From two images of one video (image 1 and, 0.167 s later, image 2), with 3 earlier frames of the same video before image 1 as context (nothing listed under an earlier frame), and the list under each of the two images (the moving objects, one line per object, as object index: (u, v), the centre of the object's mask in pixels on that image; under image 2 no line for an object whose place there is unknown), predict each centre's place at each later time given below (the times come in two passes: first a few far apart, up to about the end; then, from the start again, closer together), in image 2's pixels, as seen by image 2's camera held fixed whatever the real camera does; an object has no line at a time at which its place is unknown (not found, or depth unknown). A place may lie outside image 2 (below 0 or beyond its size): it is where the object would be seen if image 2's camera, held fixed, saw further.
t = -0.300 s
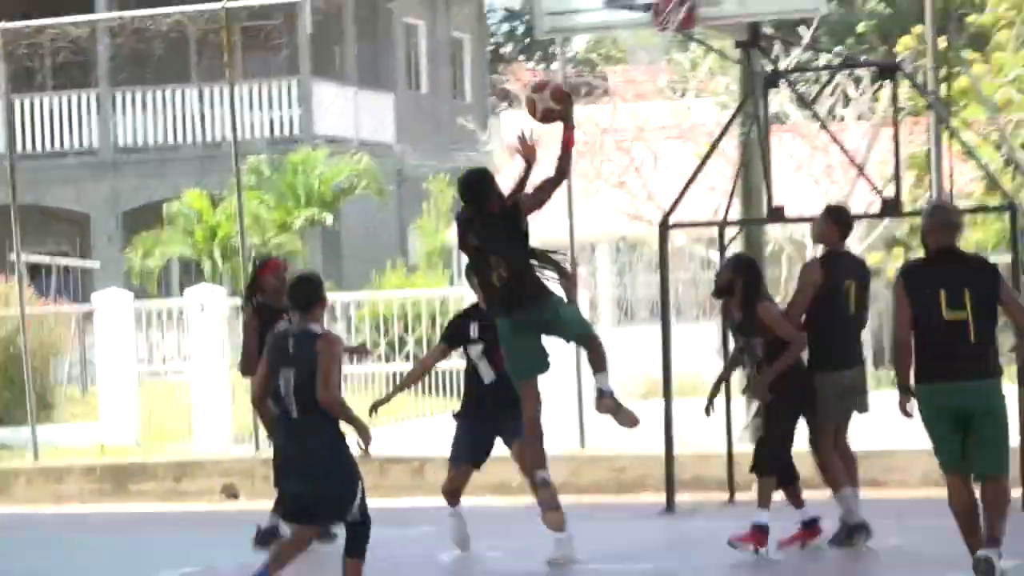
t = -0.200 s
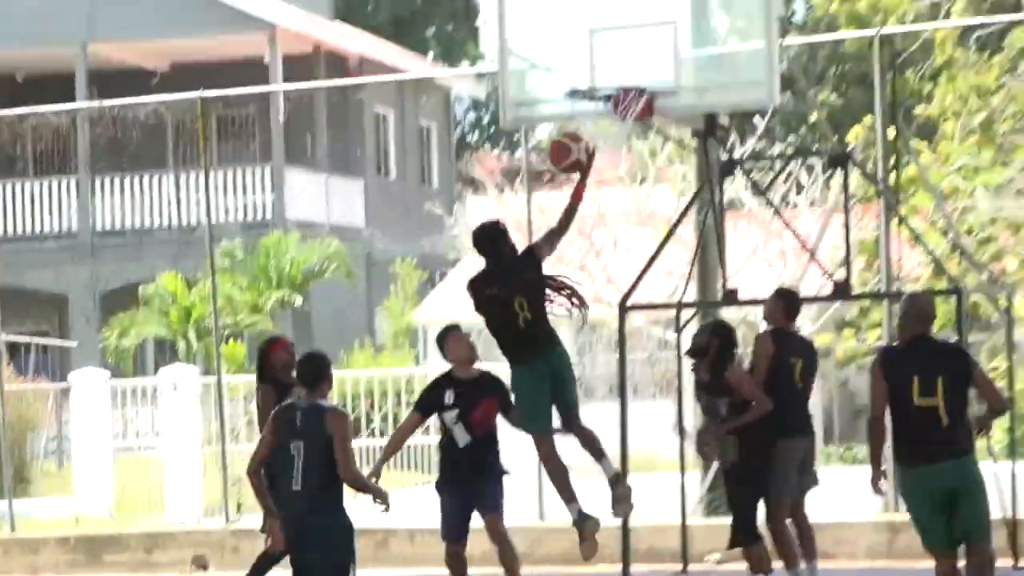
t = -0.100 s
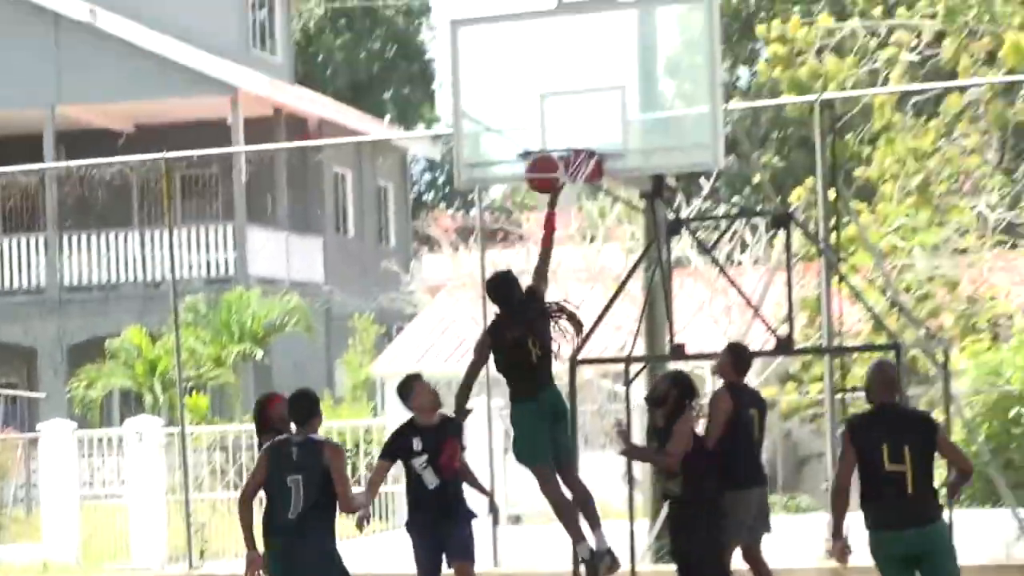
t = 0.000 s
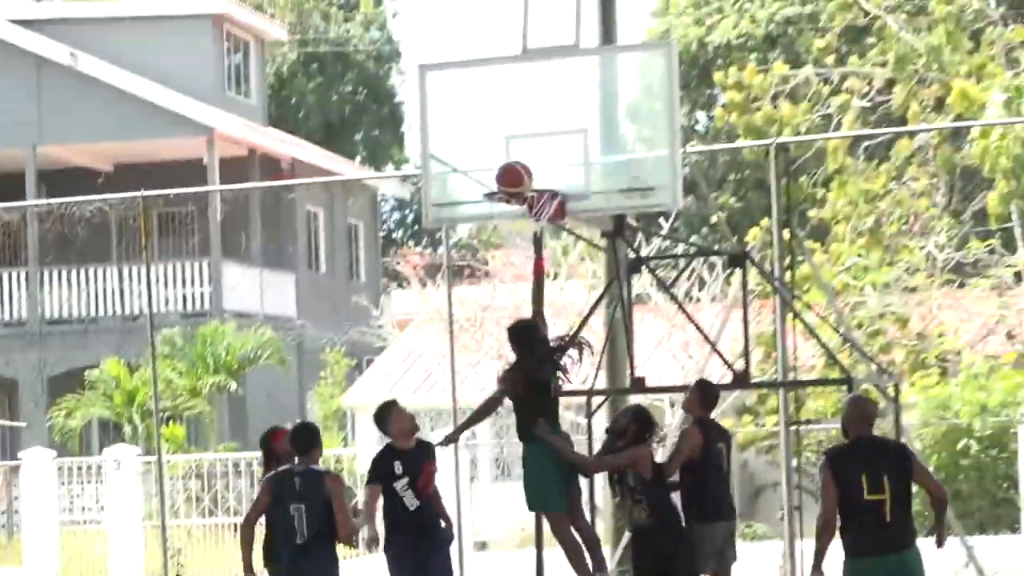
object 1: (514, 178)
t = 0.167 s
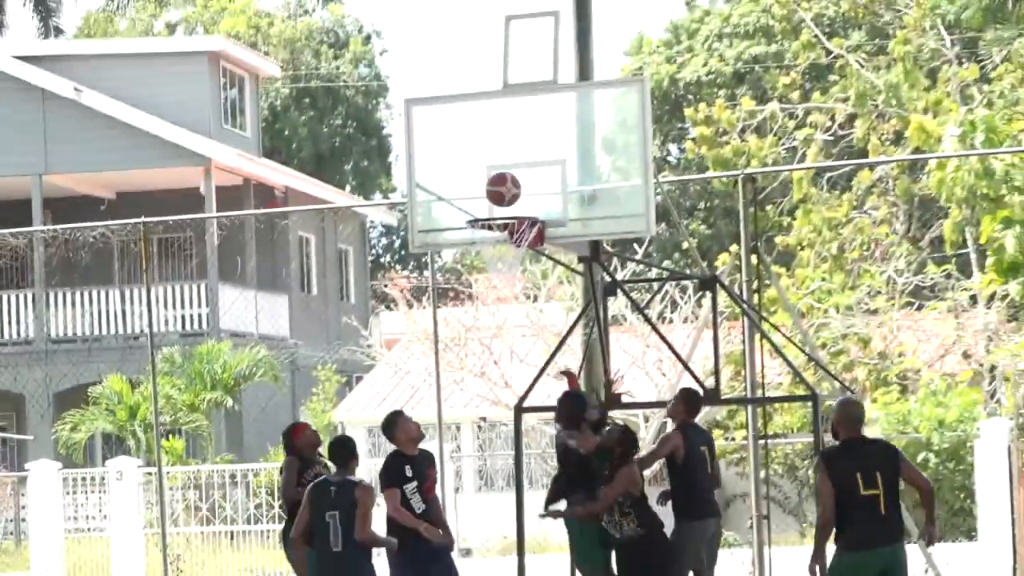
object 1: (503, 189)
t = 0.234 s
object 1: (504, 193)
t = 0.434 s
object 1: (497, 209)
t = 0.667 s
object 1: (501, 203)
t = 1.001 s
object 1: (524, 278)
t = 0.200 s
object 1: (503, 190)
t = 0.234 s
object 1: (504, 193)
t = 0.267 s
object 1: (506, 199)
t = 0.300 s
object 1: (509, 204)
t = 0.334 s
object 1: (510, 211)
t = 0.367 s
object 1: (507, 211)
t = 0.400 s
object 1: (503, 210)
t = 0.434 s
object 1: (497, 209)
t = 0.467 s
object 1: (491, 206)
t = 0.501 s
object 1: (484, 207)
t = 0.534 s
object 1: (487, 204)
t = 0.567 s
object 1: (491, 202)
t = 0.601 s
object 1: (495, 201)
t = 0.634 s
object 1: (498, 201)
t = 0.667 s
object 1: (501, 203)
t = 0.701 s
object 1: (506, 206)
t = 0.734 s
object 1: (509, 208)
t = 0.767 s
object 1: (512, 215)
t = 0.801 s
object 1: (516, 229)
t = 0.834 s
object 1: (516, 239)
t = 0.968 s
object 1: (523, 268)
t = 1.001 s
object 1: (524, 278)
